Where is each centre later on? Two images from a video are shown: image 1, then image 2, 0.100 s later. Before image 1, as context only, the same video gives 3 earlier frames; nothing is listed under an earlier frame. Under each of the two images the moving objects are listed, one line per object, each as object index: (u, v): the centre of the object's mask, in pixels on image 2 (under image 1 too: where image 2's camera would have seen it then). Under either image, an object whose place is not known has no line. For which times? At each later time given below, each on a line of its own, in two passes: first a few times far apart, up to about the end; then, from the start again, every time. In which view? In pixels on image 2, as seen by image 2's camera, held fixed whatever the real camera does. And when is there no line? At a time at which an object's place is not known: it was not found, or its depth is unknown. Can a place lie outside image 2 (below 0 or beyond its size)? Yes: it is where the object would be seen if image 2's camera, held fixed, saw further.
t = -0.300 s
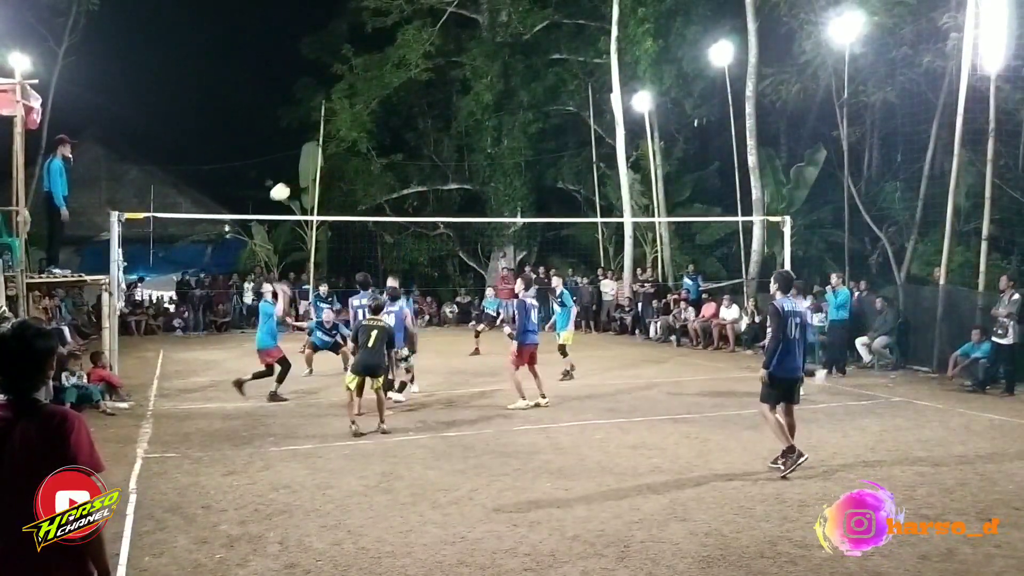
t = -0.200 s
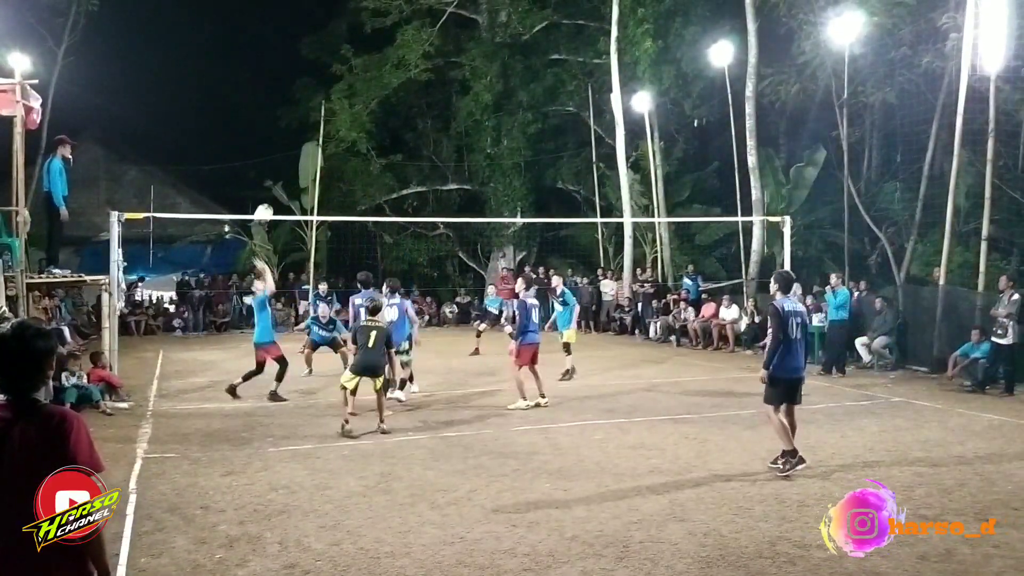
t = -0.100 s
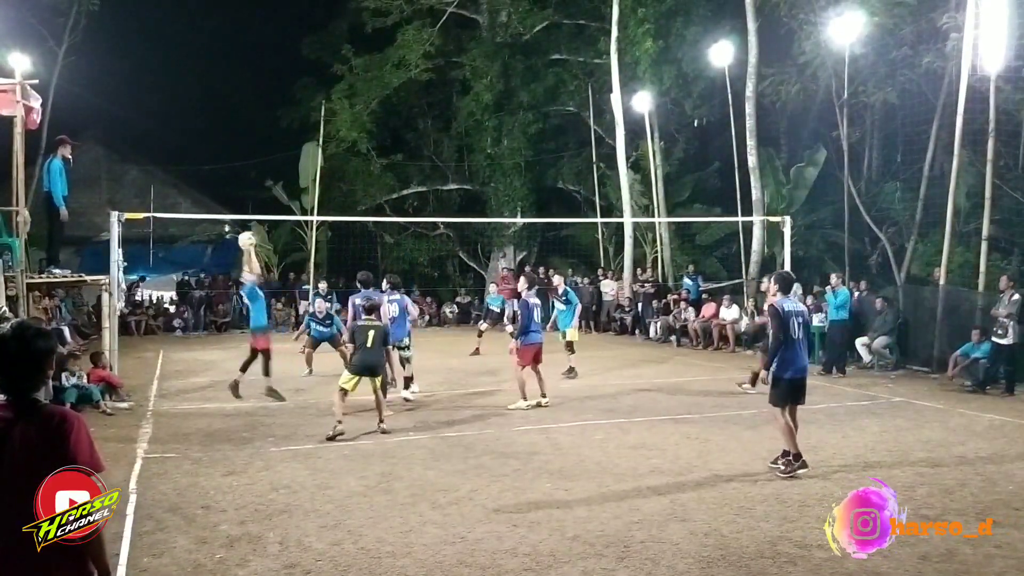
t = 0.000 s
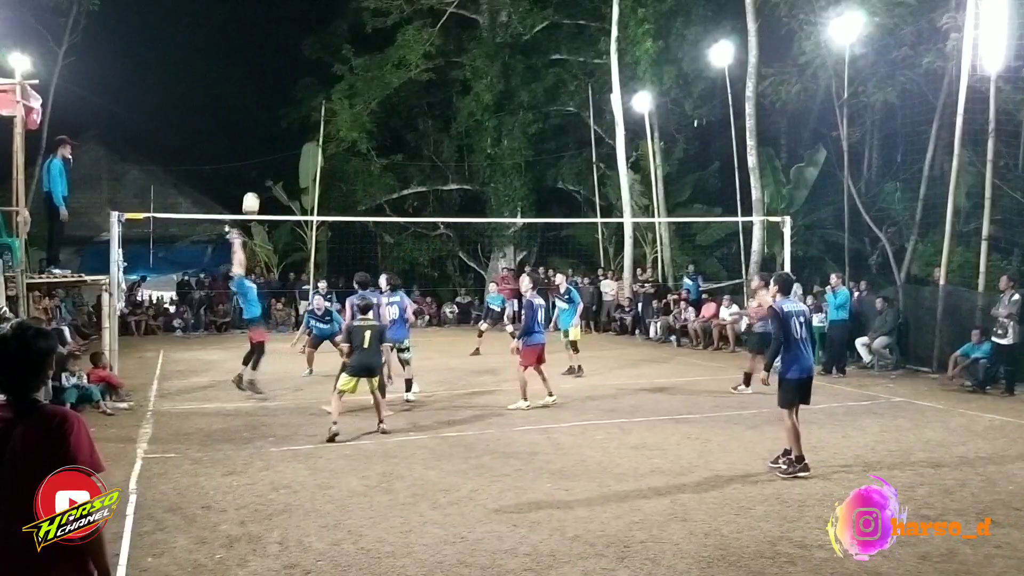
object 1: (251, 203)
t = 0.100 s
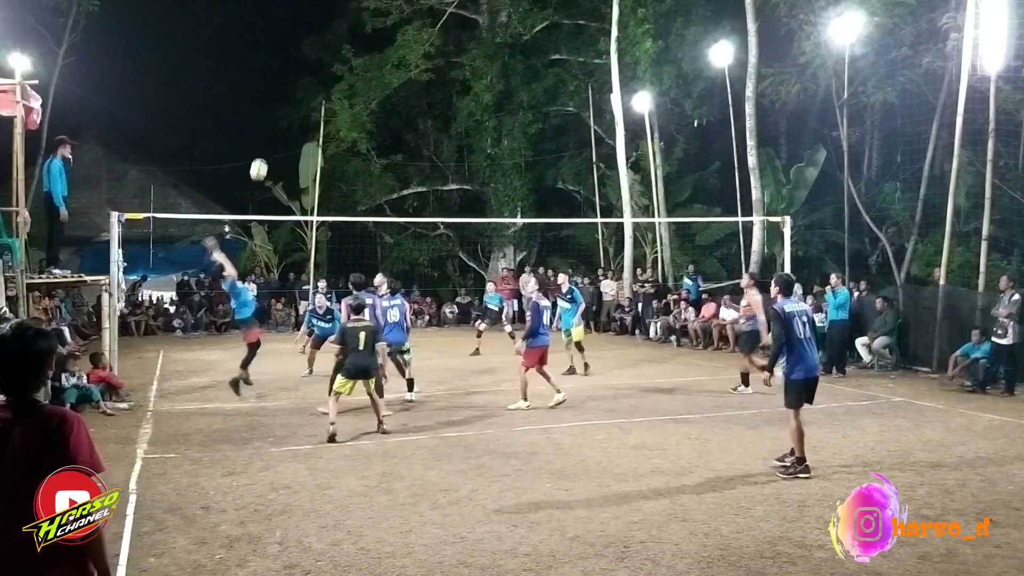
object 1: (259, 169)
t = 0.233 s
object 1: (269, 135)
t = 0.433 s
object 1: (285, 109)
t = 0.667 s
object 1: (303, 114)
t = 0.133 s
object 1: (261, 160)
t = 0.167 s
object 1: (264, 151)
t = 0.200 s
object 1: (266, 143)
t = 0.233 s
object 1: (269, 135)
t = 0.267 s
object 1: (272, 129)
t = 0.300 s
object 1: (274, 123)
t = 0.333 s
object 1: (277, 118)
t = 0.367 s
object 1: (280, 114)
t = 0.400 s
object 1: (282, 111)
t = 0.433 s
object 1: (285, 109)
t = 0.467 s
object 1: (287, 107)
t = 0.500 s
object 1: (290, 106)
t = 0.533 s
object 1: (293, 106)
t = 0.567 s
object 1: (295, 107)
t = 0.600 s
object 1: (298, 108)
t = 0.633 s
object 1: (301, 111)
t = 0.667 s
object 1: (303, 114)
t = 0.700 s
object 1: (306, 118)
